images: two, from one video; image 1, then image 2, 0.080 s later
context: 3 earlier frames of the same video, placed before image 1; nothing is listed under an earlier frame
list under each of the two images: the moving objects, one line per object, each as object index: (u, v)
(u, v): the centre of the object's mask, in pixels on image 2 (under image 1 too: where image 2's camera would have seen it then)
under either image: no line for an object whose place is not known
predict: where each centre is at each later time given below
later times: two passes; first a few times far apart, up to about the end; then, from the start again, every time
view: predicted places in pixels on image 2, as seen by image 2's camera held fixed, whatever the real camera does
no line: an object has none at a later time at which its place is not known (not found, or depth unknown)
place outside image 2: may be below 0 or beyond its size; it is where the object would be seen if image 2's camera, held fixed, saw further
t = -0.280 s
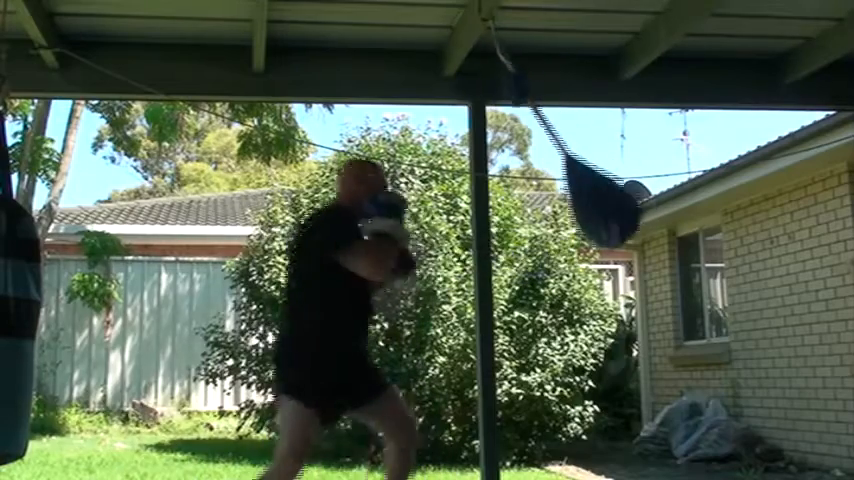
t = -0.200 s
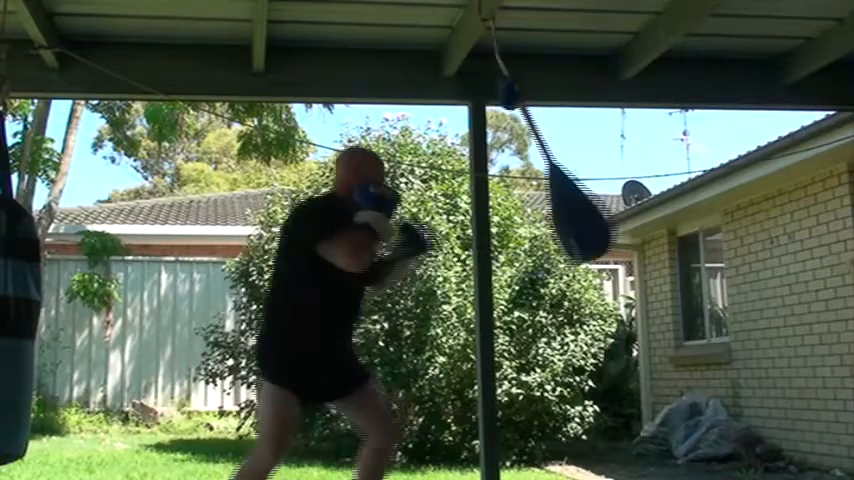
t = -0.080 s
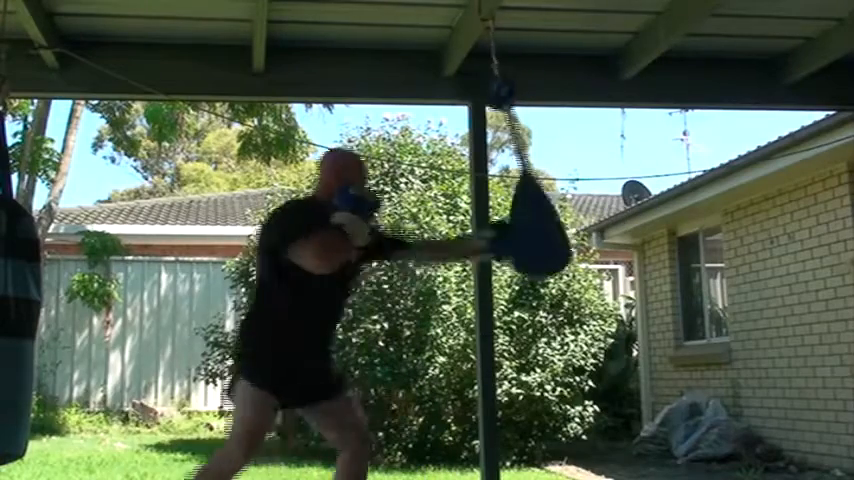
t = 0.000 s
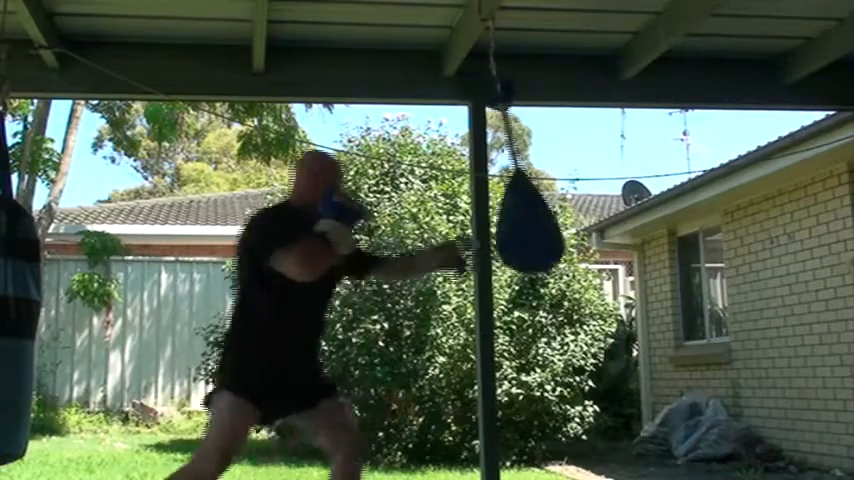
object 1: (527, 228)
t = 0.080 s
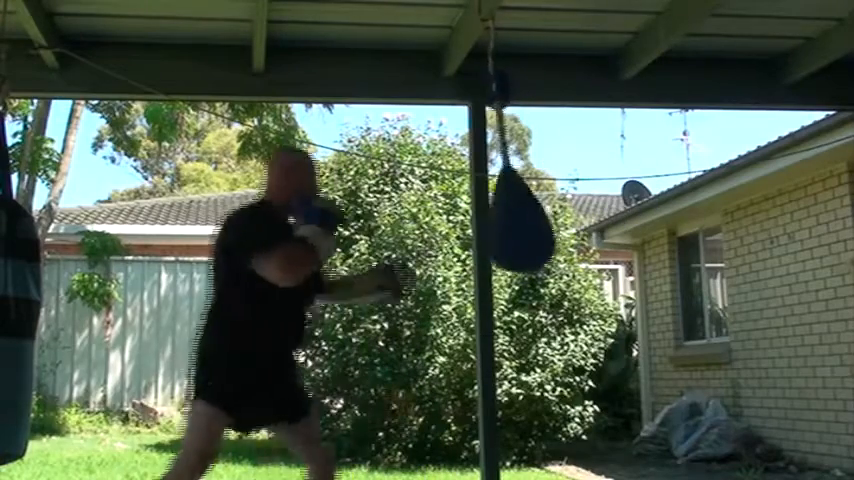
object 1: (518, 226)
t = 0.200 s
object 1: (500, 221)
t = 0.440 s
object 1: (462, 215)
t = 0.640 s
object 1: (446, 221)
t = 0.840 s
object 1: (452, 231)
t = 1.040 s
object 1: (477, 237)
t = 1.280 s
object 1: (509, 234)
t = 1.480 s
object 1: (529, 233)
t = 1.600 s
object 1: (534, 233)
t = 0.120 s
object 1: (513, 223)
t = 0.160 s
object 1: (507, 221)
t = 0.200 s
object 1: (500, 221)
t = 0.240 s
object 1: (493, 220)
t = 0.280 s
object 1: (486, 218)
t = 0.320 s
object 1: (480, 216)
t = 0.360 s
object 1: (474, 215)
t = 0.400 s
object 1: (468, 216)
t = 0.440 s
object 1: (462, 215)
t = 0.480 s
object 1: (457, 216)
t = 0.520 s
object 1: (450, 216)
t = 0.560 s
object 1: (449, 217)
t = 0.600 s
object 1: (448, 218)
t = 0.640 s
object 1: (446, 221)
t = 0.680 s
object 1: (445, 224)
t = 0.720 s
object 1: (446, 225)
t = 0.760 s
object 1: (447, 227)
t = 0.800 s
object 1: (449, 229)
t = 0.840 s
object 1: (452, 231)
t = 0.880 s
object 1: (454, 234)
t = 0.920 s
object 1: (460, 234)
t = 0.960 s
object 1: (466, 235)
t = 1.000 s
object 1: (471, 236)
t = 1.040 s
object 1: (477, 237)
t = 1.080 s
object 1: (482, 237)
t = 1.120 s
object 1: (487, 237)
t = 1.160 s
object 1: (494, 237)
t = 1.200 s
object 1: (502, 236)
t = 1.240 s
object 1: (505, 235)
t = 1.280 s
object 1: (509, 234)
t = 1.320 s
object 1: (514, 234)
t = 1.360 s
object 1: (519, 234)
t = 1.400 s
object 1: (523, 234)
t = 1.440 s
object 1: (527, 234)
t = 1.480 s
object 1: (529, 233)
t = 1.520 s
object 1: (532, 232)
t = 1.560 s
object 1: (533, 233)
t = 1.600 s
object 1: (534, 233)
